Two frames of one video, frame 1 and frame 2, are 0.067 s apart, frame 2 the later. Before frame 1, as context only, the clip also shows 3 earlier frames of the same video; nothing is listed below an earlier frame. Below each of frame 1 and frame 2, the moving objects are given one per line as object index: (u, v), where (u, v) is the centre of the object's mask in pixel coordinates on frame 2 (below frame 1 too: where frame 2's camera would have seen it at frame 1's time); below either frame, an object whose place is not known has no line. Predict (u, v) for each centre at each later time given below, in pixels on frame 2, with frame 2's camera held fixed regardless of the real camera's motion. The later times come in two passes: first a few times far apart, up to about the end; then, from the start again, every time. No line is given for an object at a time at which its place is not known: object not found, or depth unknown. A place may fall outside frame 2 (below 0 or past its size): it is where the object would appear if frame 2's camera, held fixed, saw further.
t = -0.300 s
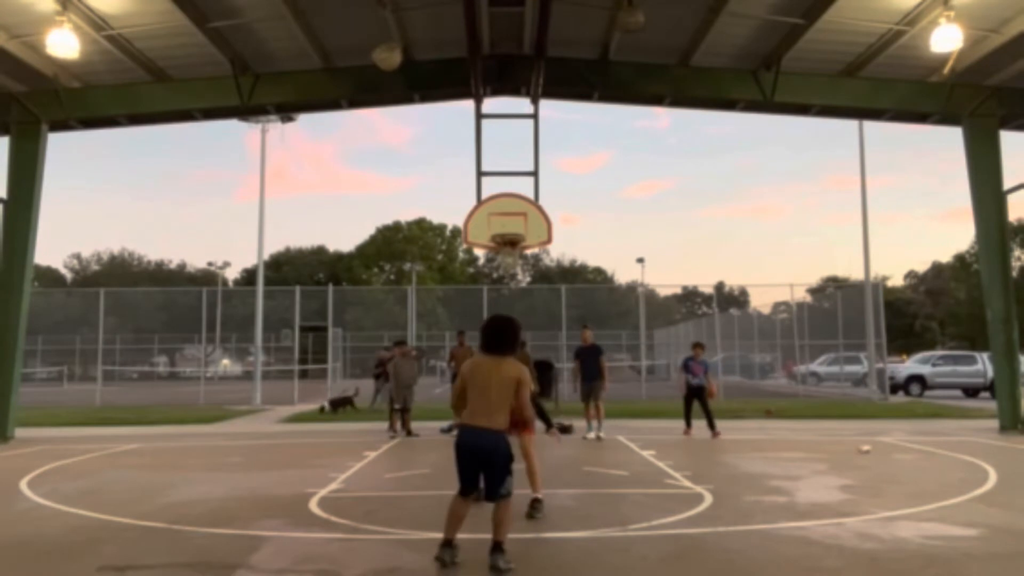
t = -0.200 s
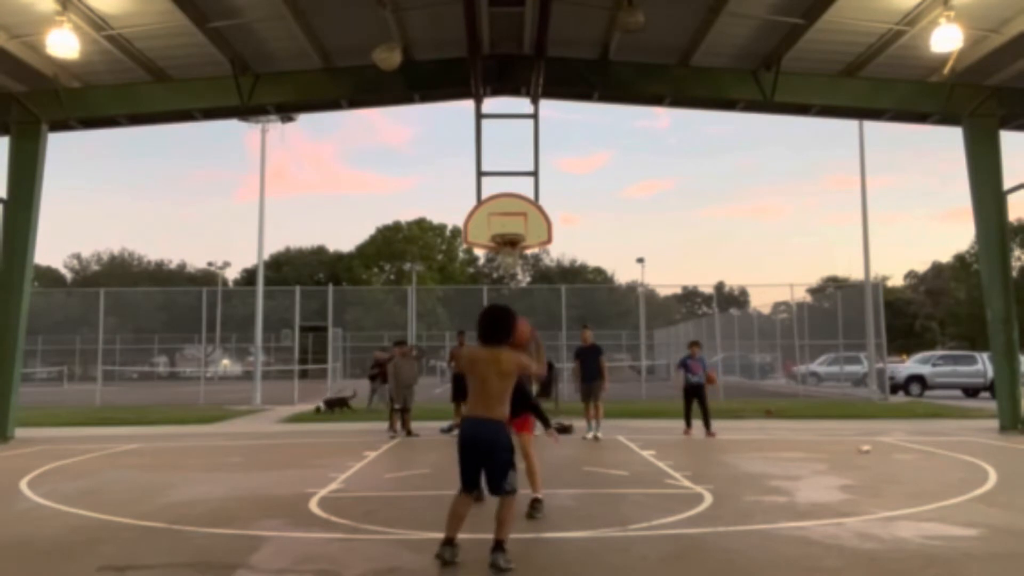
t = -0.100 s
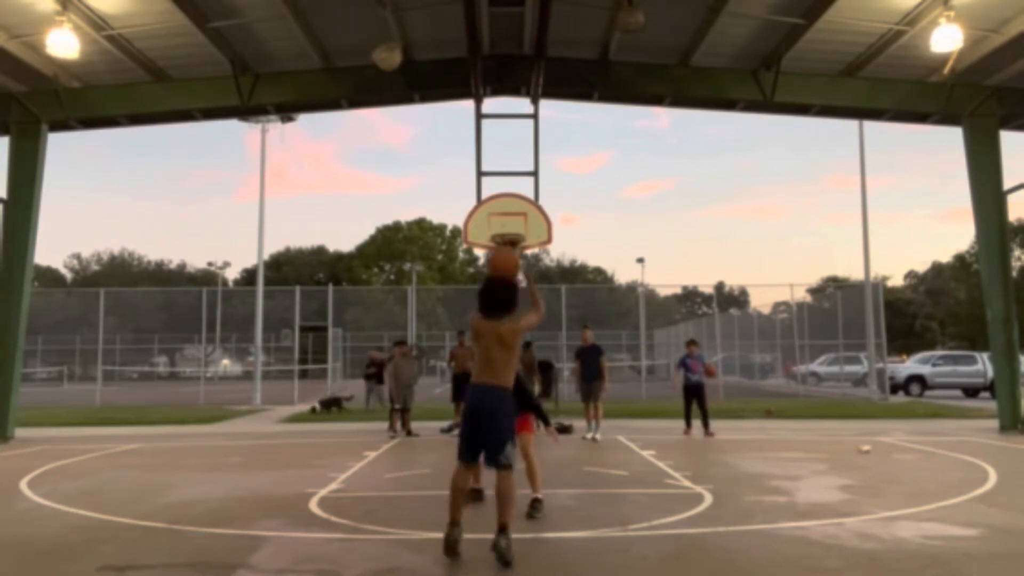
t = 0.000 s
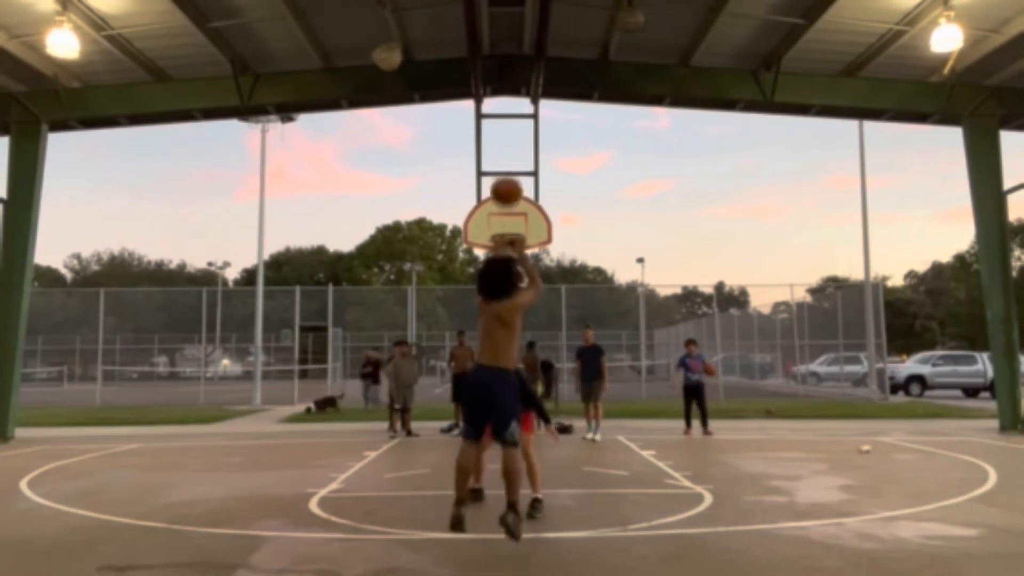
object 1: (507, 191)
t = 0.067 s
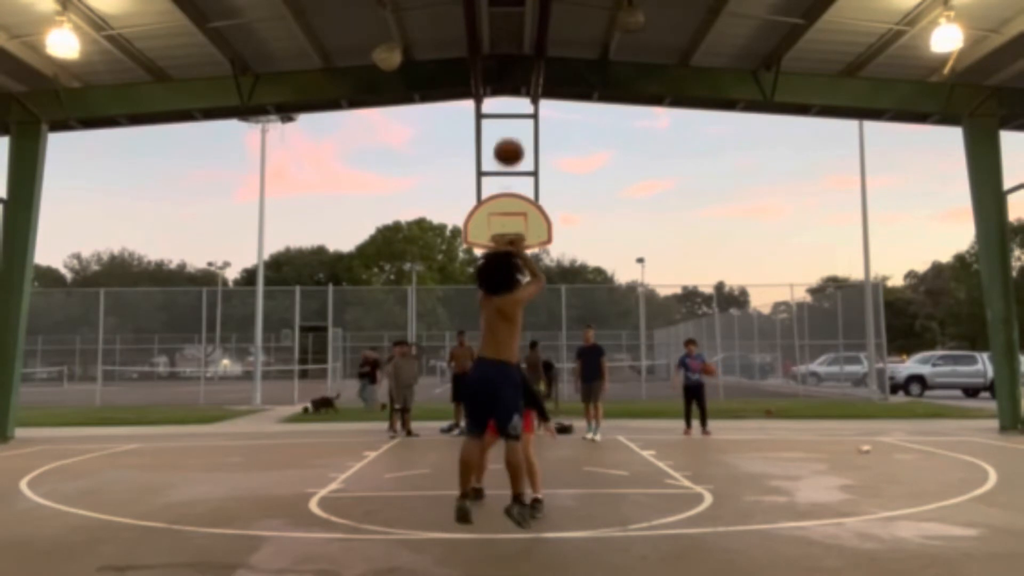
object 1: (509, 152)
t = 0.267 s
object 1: (514, 88)
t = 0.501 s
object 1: (519, 77)
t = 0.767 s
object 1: (522, 114)
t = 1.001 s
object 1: (525, 178)
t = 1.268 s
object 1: (562, 244)
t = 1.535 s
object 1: (653, 310)
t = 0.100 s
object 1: (510, 137)
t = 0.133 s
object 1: (510, 124)
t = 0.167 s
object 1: (511, 113)
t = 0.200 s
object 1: (513, 102)
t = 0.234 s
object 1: (513, 94)
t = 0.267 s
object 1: (514, 88)
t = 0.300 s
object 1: (514, 83)
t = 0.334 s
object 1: (515, 81)
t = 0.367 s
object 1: (517, 77)
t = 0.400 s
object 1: (517, 77)
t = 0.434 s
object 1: (518, 76)
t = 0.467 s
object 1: (518, 77)
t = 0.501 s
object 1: (519, 77)
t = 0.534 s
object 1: (519, 79)
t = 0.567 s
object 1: (520, 82)
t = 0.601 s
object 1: (520, 85)
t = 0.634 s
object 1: (520, 90)
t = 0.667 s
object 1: (520, 94)
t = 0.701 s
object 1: (521, 100)
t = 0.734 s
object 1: (522, 107)
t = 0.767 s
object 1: (522, 114)
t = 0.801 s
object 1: (522, 122)
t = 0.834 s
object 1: (523, 130)
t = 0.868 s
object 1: (523, 139)
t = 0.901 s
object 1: (524, 148)
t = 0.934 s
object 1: (524, 157)
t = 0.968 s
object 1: (524, 167)
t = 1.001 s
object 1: (525, 178)
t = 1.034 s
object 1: (525, 189)
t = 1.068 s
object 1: (525, 200)
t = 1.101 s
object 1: (526, 212)
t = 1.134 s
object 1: (526, 223)
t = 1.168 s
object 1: (528, 233)
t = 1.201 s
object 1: (541, 237)
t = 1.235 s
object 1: (551, 240)
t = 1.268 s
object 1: (562, 244)
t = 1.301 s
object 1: (573, 249)
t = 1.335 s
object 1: (584, 255)
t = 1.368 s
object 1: (596, 263)
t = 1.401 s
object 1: (606, 271)
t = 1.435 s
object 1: (617, 279)
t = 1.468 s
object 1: (630, 288)
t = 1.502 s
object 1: (640, 298)
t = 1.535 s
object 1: (653, 310)
